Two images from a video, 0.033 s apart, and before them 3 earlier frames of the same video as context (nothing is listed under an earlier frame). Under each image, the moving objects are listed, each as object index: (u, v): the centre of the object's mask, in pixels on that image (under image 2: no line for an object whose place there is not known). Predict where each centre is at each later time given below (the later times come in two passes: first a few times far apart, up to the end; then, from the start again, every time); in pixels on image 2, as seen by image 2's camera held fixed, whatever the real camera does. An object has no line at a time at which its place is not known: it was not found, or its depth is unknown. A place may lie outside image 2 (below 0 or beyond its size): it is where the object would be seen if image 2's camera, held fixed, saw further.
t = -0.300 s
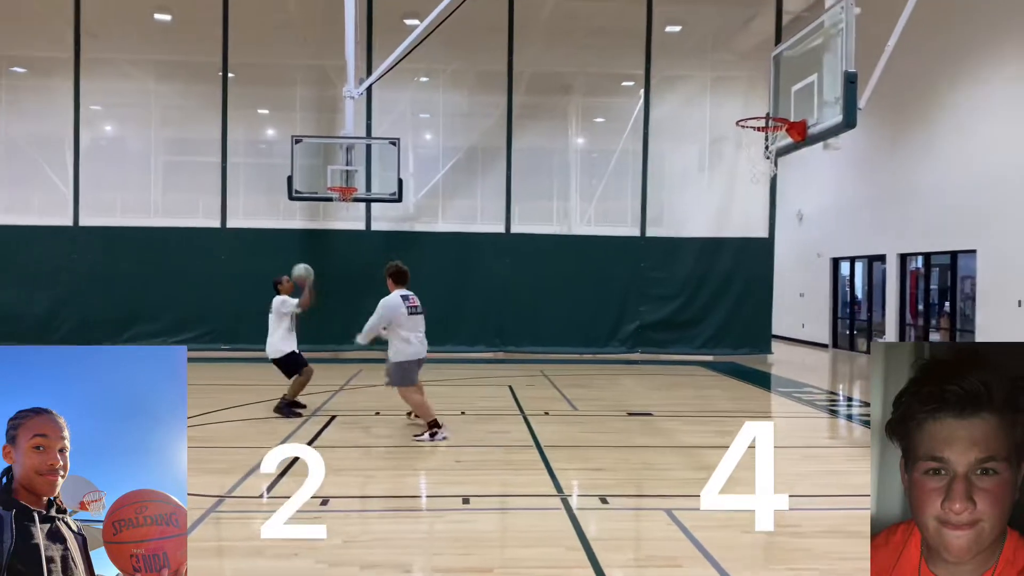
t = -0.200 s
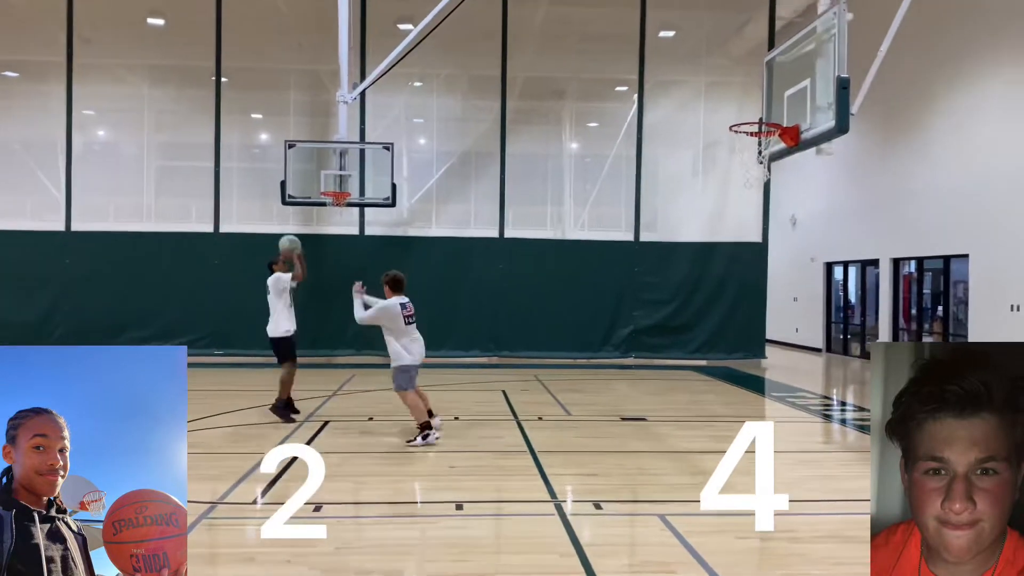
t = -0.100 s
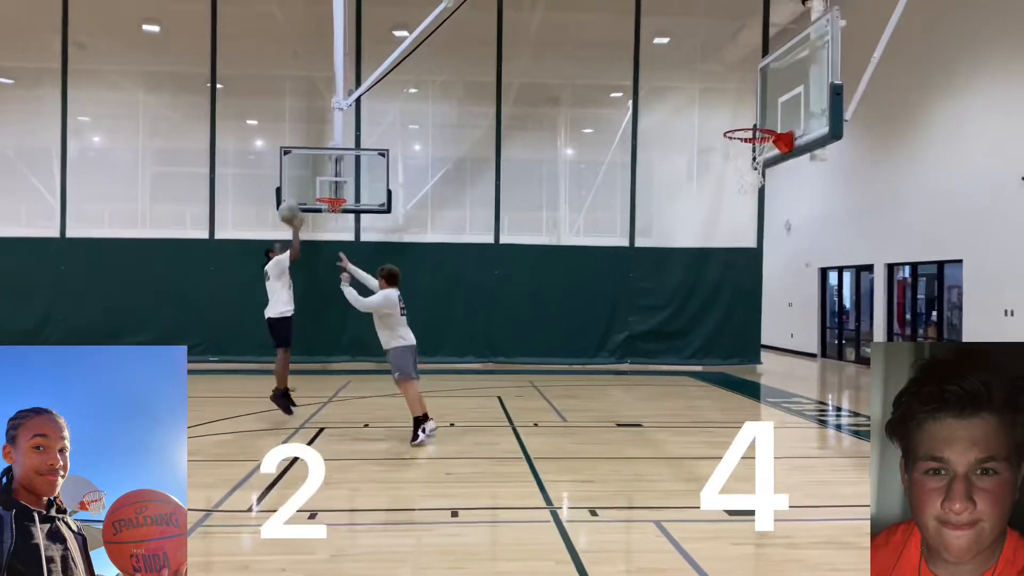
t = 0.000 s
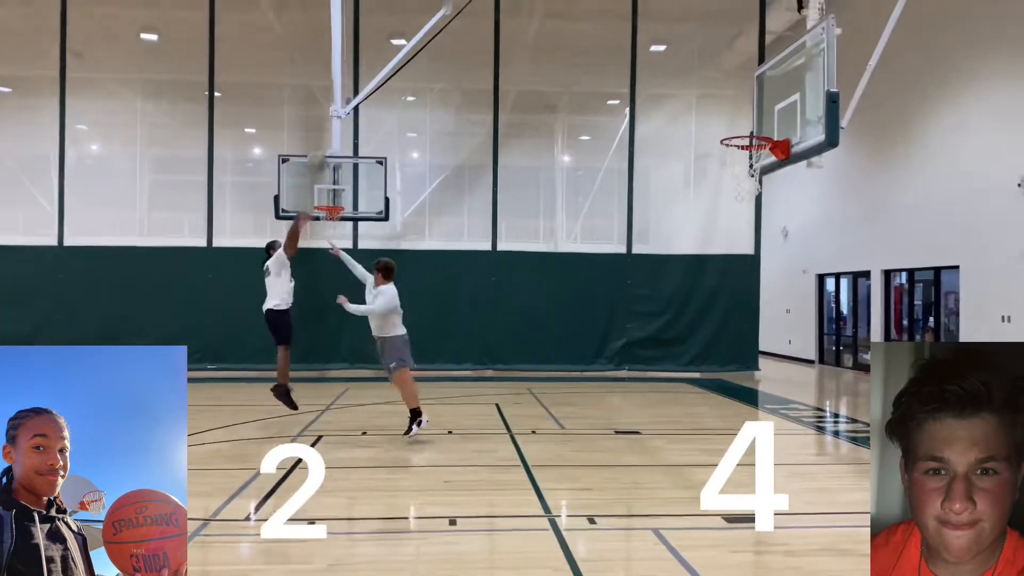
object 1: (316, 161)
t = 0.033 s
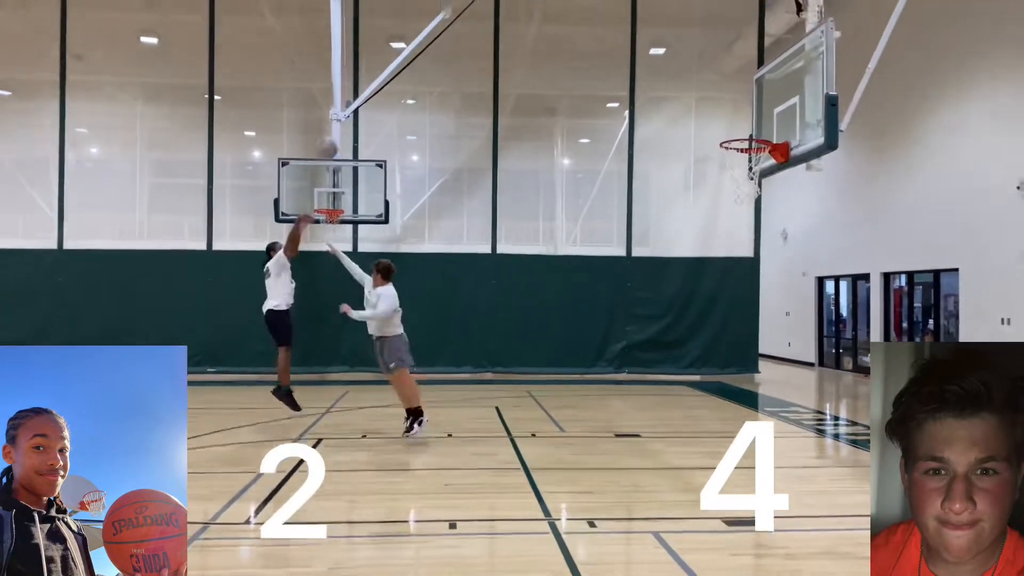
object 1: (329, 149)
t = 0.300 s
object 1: (415, 38)
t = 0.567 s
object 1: (507, -9)
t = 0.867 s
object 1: (612, 15)
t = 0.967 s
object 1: (652, 42)
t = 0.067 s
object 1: (337, 132)
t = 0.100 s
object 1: (348, 116)
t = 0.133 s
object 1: (360, 101)
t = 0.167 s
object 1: (370, 86)
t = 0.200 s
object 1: (382, 73)
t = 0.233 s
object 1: (393, 60)
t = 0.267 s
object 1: (403, 49)
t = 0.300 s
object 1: (415, 38)
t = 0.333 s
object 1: (426, 28)
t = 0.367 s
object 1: (438, 20)
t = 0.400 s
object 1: (449, 12)
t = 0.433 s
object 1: (459, 8)
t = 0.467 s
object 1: (472, 0)
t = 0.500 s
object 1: (484, -5)
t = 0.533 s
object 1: (494, -6)
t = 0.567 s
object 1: (507, -9)
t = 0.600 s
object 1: (517, -10)
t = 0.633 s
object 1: (528, -11)
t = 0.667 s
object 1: (541, -11)
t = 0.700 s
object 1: (552, -10)
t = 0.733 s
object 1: (564, -7)
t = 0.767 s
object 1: (576, -4)
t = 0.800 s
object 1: (588, 2)
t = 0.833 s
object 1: (600, 8)
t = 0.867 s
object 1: (612, 15)
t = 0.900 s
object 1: (625, 23)
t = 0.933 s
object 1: (638, 32)
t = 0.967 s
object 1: (652, 42)
